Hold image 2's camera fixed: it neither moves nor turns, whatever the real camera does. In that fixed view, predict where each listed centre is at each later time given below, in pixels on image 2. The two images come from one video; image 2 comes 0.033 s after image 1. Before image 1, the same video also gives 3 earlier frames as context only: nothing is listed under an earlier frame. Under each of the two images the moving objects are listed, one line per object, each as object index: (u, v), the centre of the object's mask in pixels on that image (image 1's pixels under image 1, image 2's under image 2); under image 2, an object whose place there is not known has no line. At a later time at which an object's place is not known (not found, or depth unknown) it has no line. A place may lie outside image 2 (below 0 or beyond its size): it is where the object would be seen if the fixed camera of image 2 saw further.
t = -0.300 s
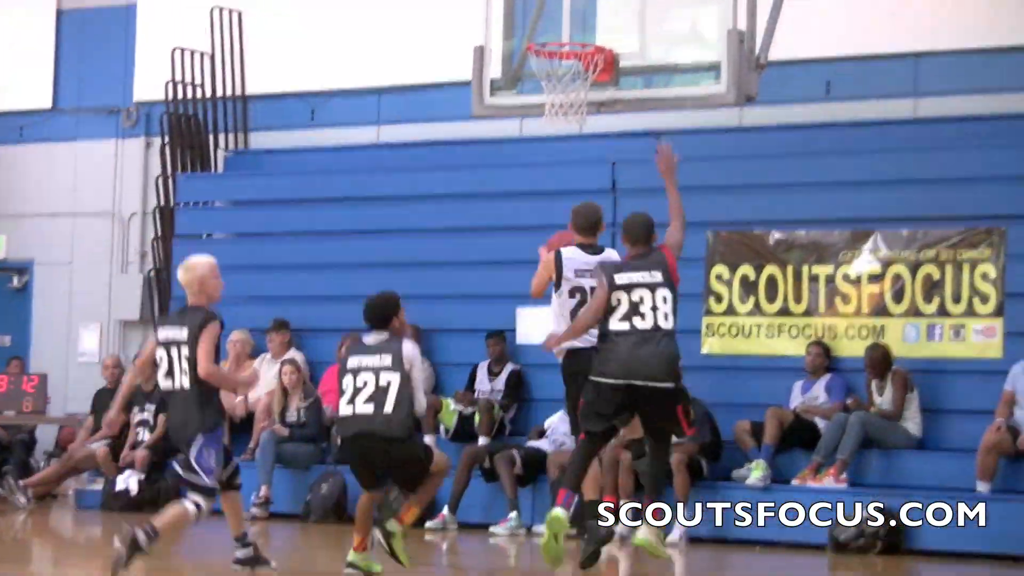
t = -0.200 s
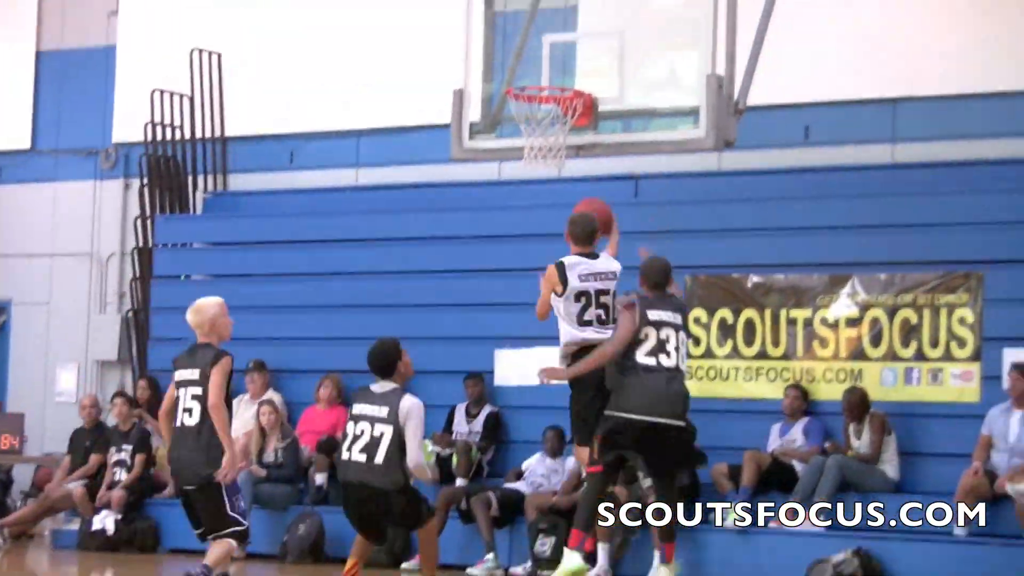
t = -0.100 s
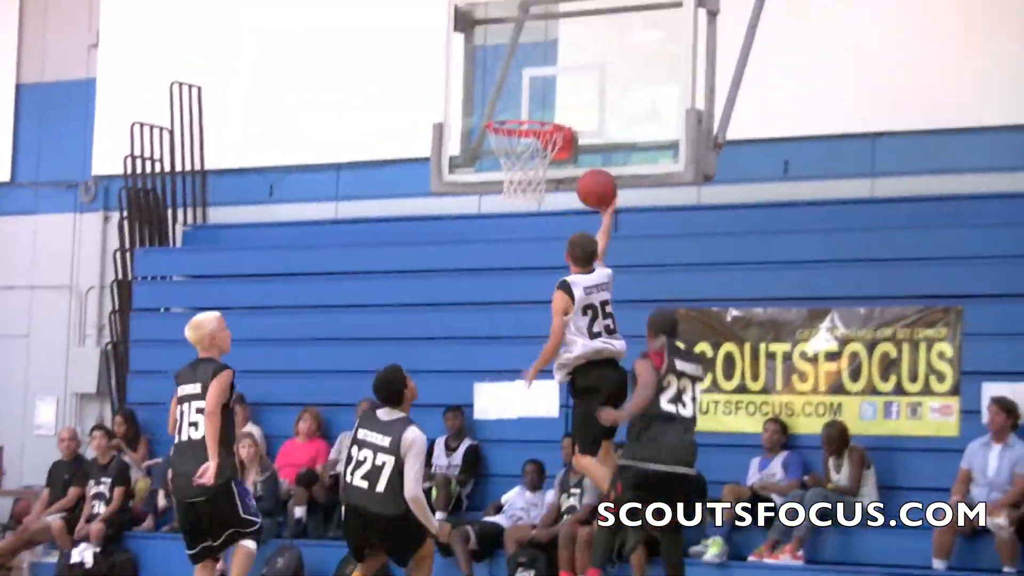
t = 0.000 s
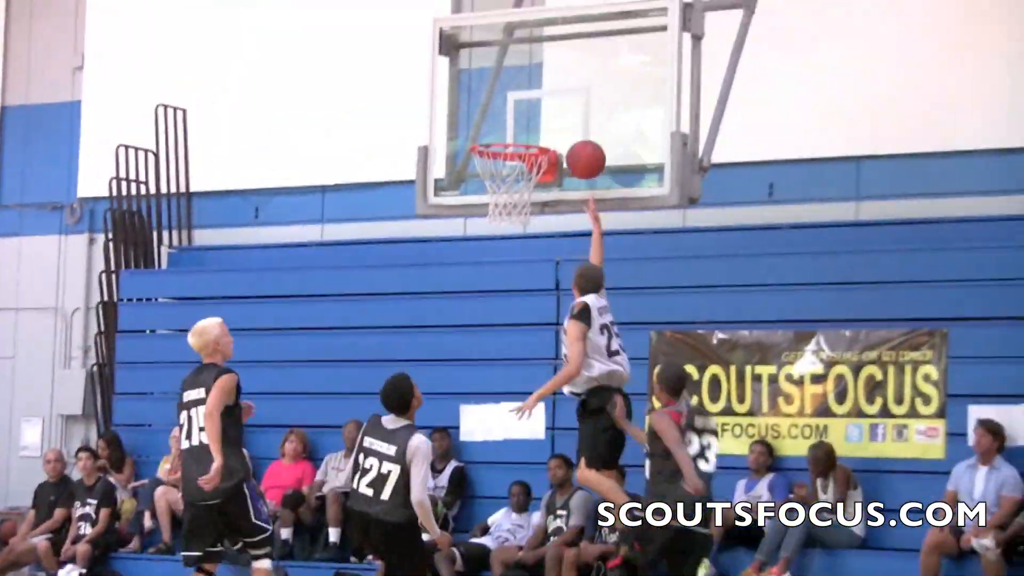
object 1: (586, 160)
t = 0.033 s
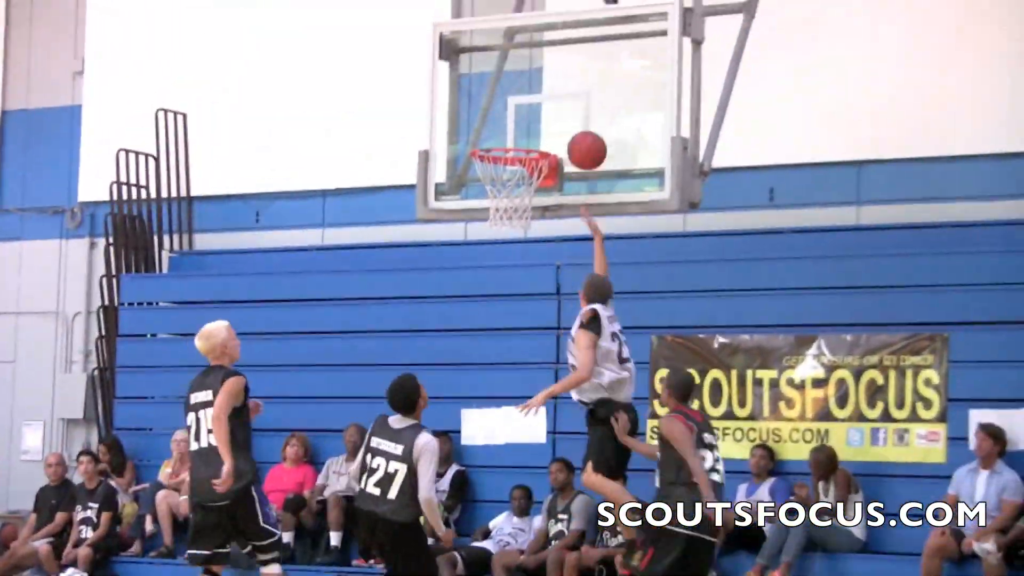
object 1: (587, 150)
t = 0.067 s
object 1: (587, 139)
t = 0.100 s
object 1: (582, 129)
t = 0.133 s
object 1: (574, 120)
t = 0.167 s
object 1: (566, 114)
